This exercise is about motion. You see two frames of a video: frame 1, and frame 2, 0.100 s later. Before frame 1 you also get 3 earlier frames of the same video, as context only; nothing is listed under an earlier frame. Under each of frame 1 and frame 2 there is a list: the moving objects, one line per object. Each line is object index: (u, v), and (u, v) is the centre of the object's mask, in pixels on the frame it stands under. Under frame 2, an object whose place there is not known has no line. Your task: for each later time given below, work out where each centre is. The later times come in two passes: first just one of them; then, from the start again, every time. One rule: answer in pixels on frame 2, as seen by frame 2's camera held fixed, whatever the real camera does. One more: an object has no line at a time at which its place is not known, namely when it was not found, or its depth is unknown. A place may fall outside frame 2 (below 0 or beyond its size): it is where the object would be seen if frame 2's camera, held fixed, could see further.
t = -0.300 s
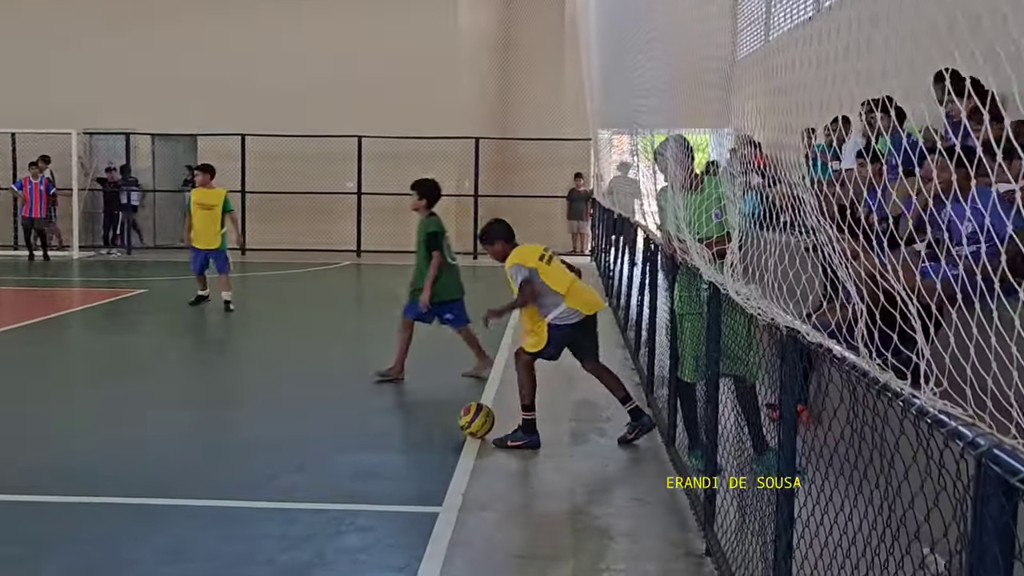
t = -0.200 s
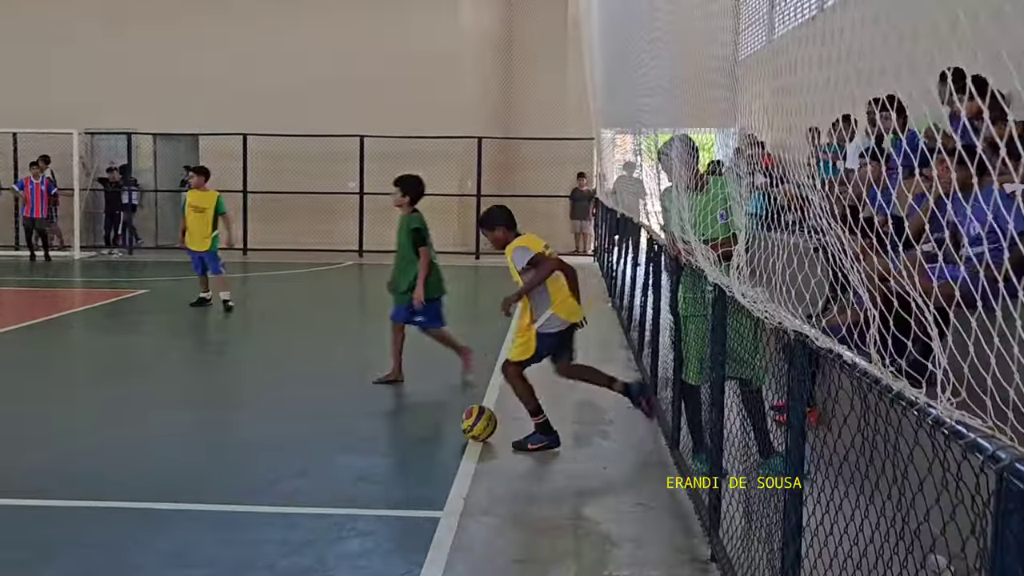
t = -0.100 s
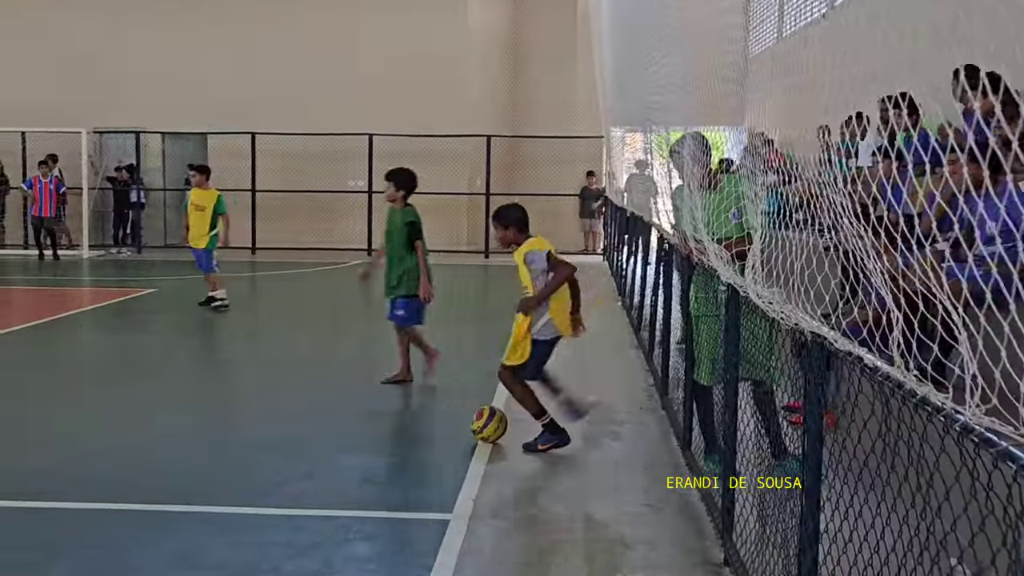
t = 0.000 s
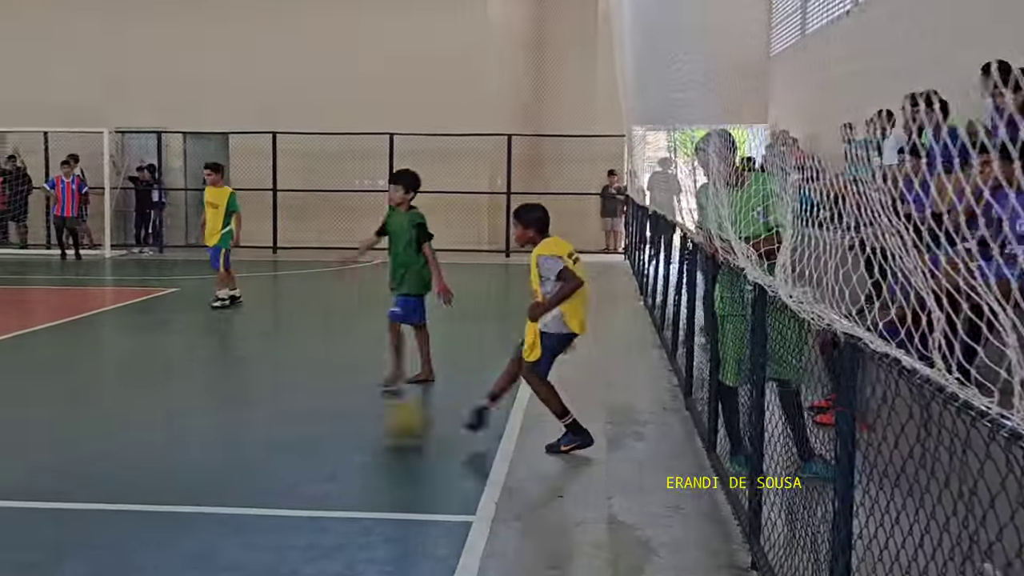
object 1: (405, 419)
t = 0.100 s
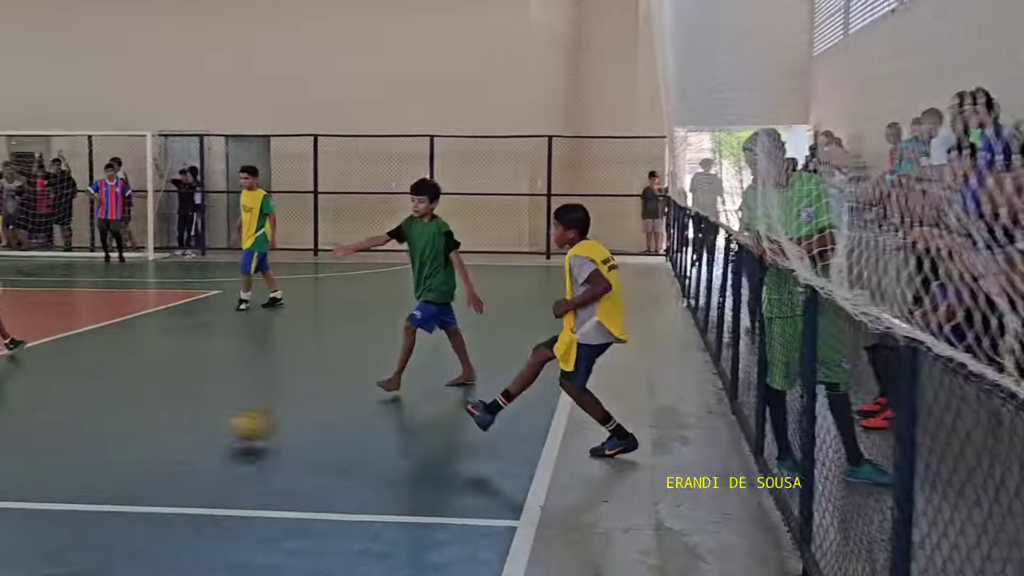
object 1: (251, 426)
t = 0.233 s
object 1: (10, 426)
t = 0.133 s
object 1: (187, 427)
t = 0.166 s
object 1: (129, 426)
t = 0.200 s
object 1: (66, 425)
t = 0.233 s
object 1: (10, 426)
